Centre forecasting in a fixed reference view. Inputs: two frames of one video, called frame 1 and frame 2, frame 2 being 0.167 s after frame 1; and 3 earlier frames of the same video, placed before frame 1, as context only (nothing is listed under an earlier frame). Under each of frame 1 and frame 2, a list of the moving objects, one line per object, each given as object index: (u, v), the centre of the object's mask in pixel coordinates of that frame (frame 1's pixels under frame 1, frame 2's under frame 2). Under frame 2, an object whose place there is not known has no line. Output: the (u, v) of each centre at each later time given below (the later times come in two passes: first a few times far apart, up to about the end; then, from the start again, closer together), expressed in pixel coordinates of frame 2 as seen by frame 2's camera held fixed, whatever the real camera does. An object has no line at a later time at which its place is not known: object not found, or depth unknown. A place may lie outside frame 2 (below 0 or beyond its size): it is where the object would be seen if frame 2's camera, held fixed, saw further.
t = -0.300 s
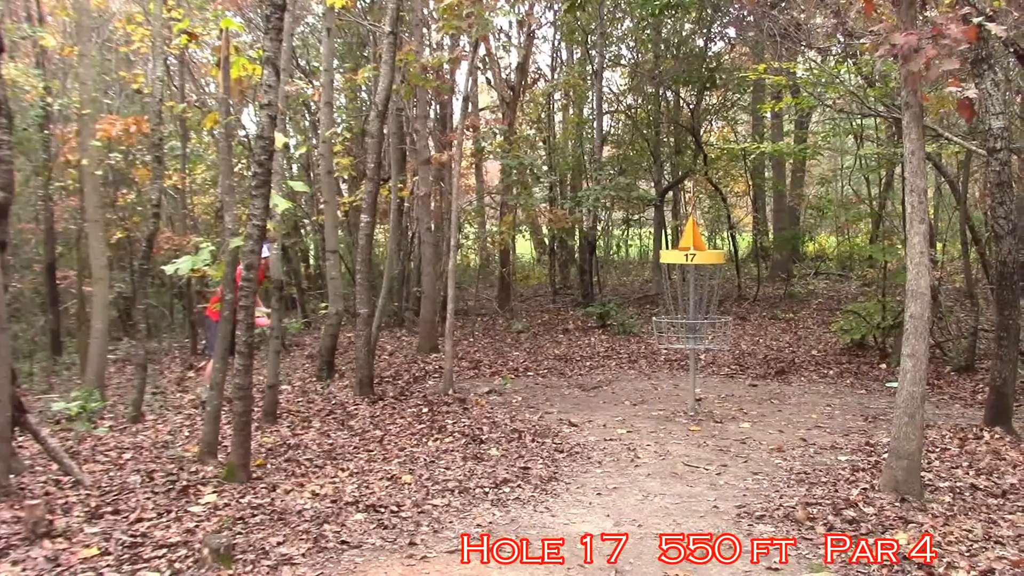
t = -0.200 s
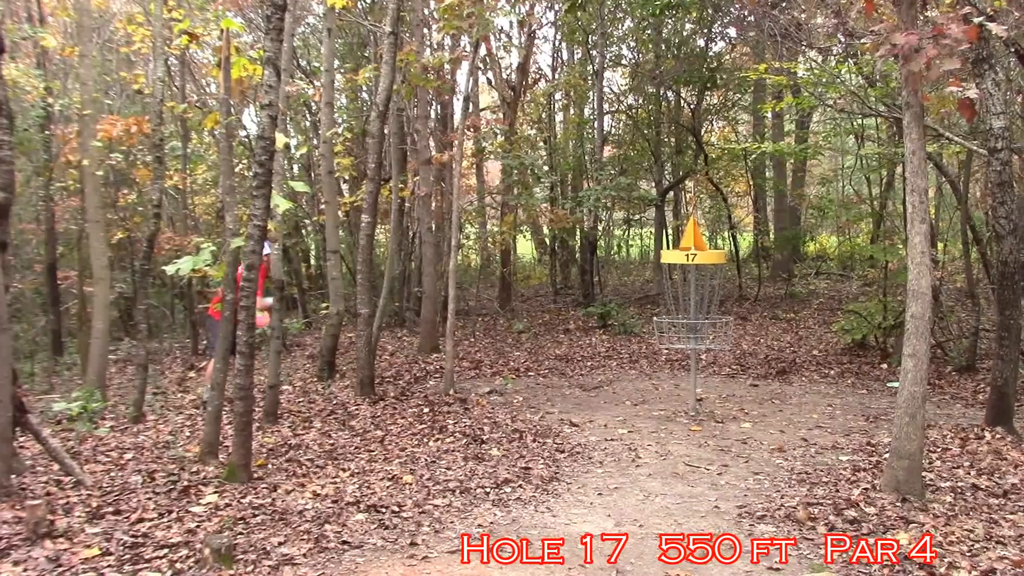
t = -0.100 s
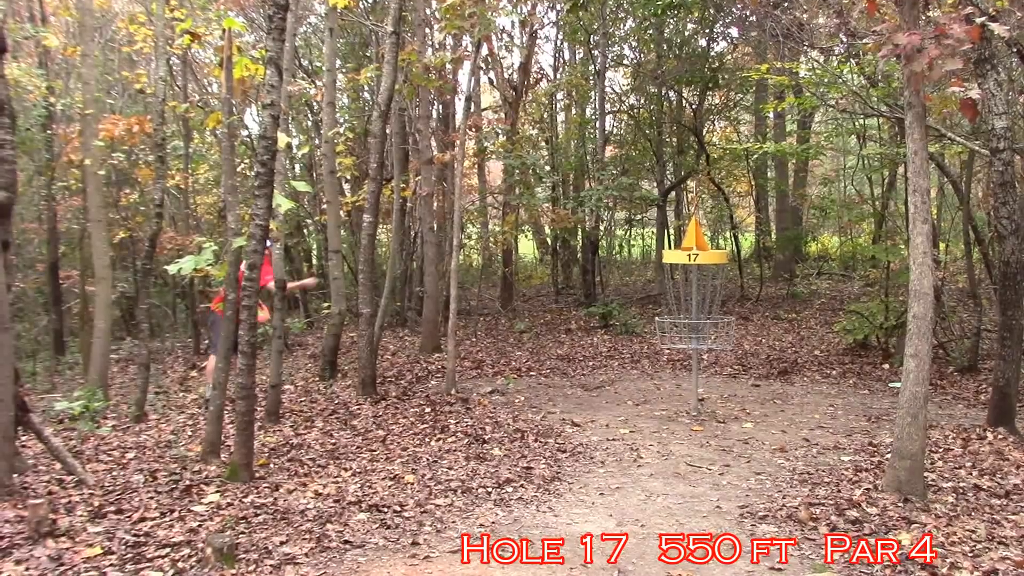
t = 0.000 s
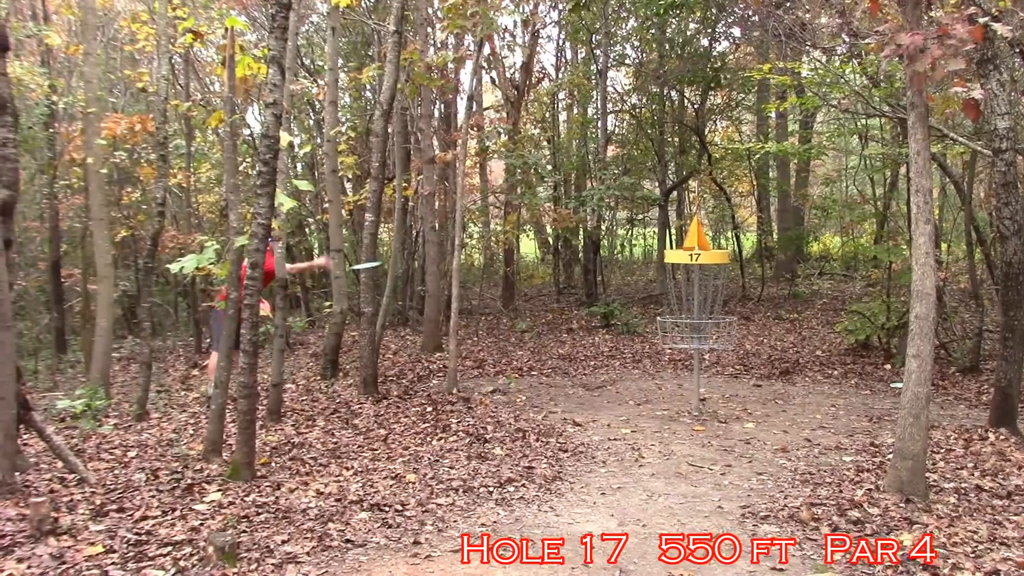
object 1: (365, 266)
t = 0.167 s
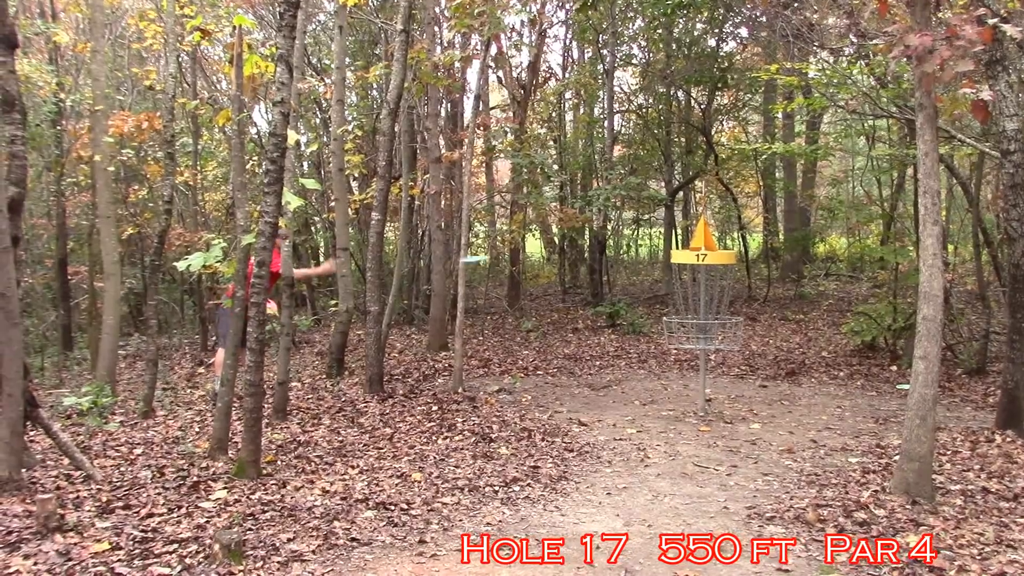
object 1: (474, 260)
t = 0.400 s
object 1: (627, 290)
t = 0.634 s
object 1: (691, 328)
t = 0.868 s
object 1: (688, 335)
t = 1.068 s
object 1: (684, 342)
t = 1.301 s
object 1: (683, 346)
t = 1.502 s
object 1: (683, 346)
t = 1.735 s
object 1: (683, 346)
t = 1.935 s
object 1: (683, 346)
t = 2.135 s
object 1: (683, 346)
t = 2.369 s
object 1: (684, 346)
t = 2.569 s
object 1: (682, 346)
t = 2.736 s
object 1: (682, 346)
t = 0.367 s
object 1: (605, 283)
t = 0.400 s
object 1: (627, 290)
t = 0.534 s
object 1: (690, 317)
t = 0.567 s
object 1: (690, 319)
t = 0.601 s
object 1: (691, 323)
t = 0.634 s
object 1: (691, 328)
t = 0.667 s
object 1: (692, 334)
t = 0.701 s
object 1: (692, 334)
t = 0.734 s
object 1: (691, 334)
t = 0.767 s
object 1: (690, 334)
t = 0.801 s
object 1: (690, 335)
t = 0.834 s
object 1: (689, 335)
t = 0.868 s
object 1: (688, 335)
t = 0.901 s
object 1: (686, 337)
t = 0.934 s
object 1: (686, 337)
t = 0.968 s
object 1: (685, 339)
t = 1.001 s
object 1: (685, 339)
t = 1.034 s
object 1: (684, 341)
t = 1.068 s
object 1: (684, 342)
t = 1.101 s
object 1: (683, 344)
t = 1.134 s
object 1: (683, 345)
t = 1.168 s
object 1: (683, 345)
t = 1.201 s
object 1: (683, 345)
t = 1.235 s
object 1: (683, 345)
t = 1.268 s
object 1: (683, 345)
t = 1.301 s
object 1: (683, 346)
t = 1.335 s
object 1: (683, 346)
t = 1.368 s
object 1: (683, 346)
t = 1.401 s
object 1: (683, 346)
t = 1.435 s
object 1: (683, 346)
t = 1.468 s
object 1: (683, 346)
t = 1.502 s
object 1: (683, 346)
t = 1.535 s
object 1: (683, 346)
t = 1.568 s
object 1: (683, 345)
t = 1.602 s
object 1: (683, 345)
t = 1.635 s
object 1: (683, 346)
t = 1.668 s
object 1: (683, 345)
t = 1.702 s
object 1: (683, 346)
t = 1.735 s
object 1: (683, 346)
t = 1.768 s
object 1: (683, 346)
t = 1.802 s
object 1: (683, 346)
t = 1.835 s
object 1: (683, 345)
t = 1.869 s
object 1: (683, 346)
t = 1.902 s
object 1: (682, 346)
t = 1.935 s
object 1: (683, 346)
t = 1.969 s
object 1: (683, 346)
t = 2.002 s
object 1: (683, 345)
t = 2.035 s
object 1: (683, 346)
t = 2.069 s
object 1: (683, 346)
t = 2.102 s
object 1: (683, 346)
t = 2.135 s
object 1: (683, 346)
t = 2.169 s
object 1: (683, 345)
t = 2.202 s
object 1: (683, 346)
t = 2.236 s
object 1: (683, 346)
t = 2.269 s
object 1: (683, 346)
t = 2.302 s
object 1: (683, 346)
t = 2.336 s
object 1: (683, 346)
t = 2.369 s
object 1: (684, 346)
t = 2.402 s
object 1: (683, 346)
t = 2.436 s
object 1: (683, 346)
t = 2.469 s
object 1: (683, 346)
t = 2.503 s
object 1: (683, 346)
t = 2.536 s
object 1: (682, 346)
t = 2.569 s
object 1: (682, 346)
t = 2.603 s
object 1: (683, 346)
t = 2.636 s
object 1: (682, 346)
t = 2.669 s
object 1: (683, 346)
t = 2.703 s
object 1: (683, 346)
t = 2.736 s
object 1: (682, 346)
